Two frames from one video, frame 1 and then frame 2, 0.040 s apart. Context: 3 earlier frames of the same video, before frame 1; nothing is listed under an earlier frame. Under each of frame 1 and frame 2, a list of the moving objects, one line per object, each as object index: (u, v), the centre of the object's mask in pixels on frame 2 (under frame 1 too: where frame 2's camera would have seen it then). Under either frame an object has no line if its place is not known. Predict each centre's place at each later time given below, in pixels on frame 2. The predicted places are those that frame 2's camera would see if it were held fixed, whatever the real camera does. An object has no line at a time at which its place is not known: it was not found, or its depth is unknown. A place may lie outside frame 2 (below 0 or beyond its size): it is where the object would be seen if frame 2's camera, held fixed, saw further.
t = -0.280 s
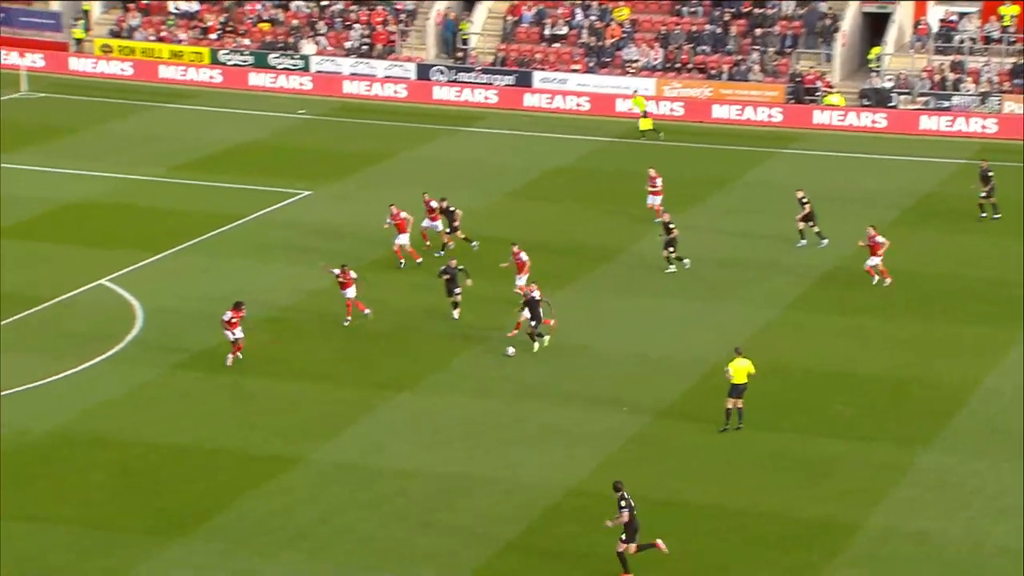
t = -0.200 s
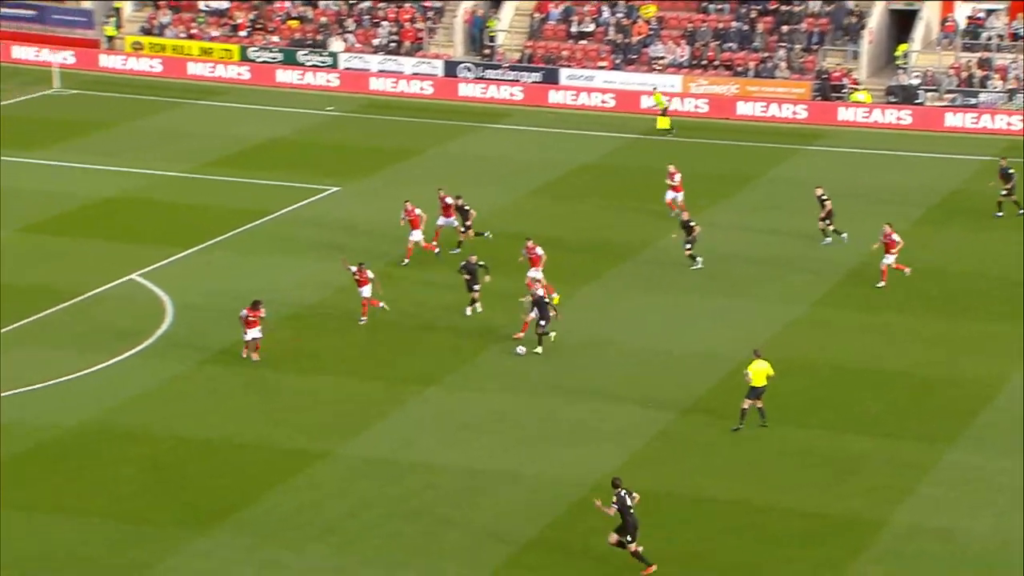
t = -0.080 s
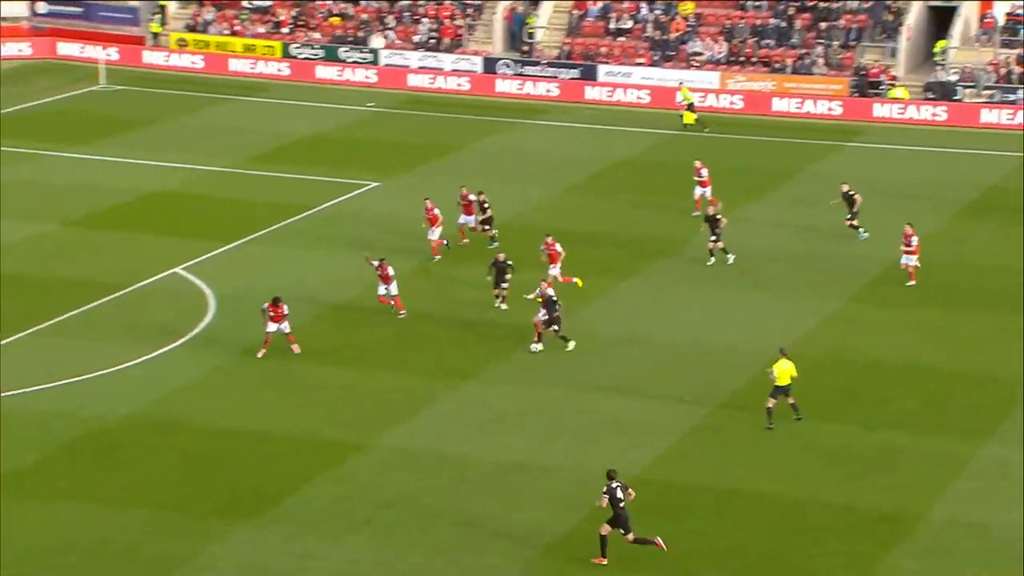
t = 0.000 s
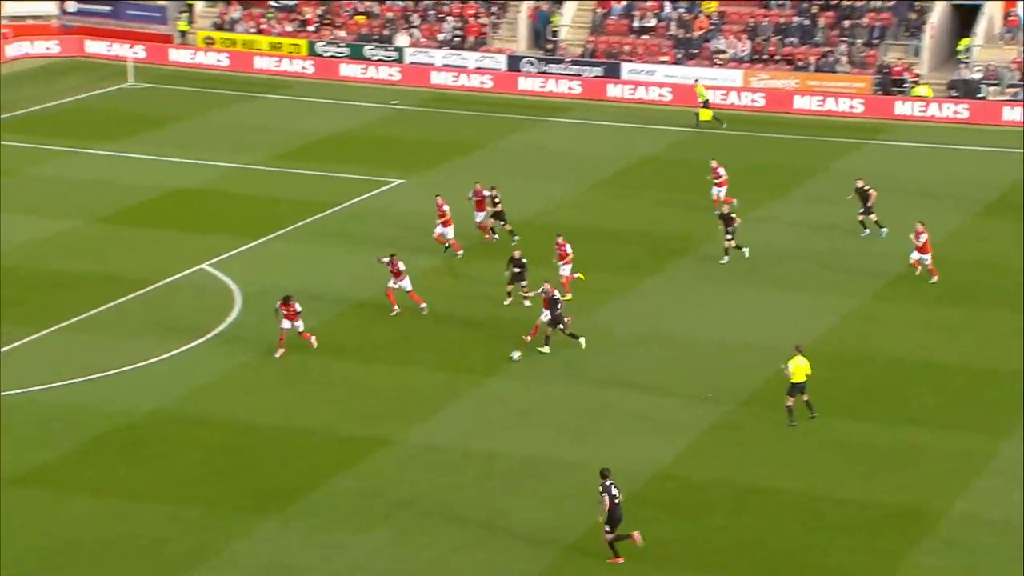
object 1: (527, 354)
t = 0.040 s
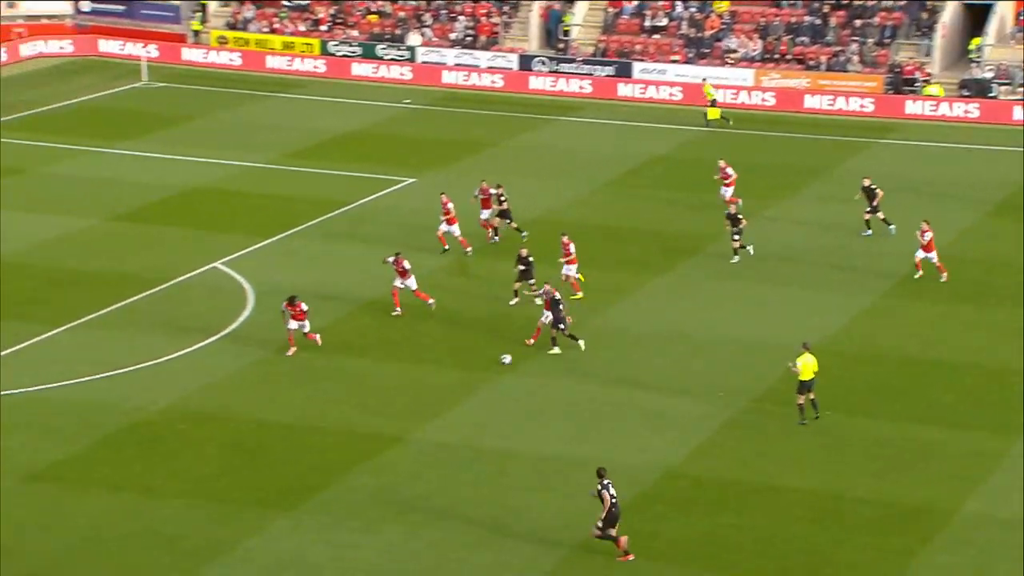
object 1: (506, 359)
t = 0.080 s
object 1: (485, 364)
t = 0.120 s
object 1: (465, 369)
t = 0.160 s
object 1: (444, 374)
